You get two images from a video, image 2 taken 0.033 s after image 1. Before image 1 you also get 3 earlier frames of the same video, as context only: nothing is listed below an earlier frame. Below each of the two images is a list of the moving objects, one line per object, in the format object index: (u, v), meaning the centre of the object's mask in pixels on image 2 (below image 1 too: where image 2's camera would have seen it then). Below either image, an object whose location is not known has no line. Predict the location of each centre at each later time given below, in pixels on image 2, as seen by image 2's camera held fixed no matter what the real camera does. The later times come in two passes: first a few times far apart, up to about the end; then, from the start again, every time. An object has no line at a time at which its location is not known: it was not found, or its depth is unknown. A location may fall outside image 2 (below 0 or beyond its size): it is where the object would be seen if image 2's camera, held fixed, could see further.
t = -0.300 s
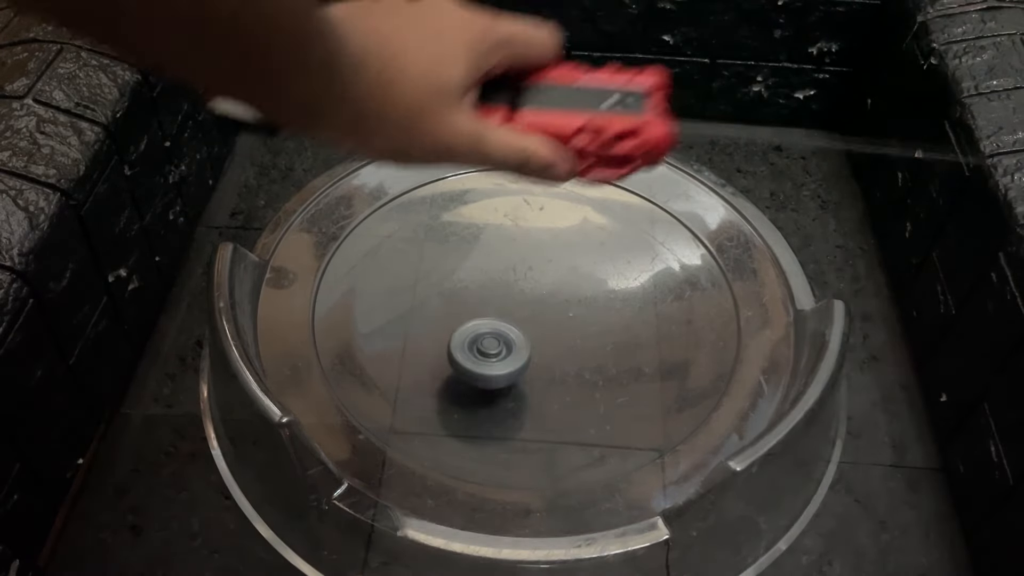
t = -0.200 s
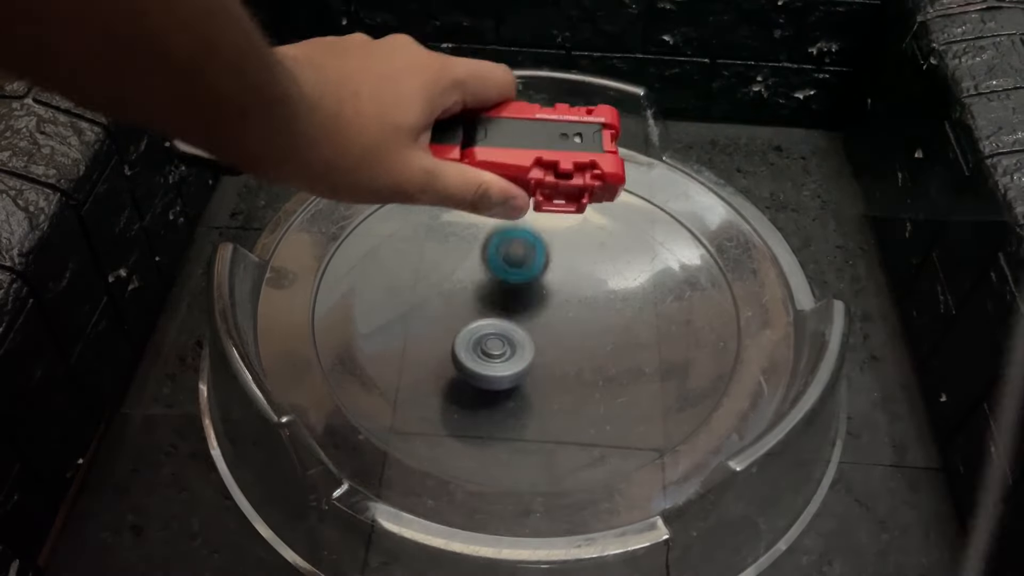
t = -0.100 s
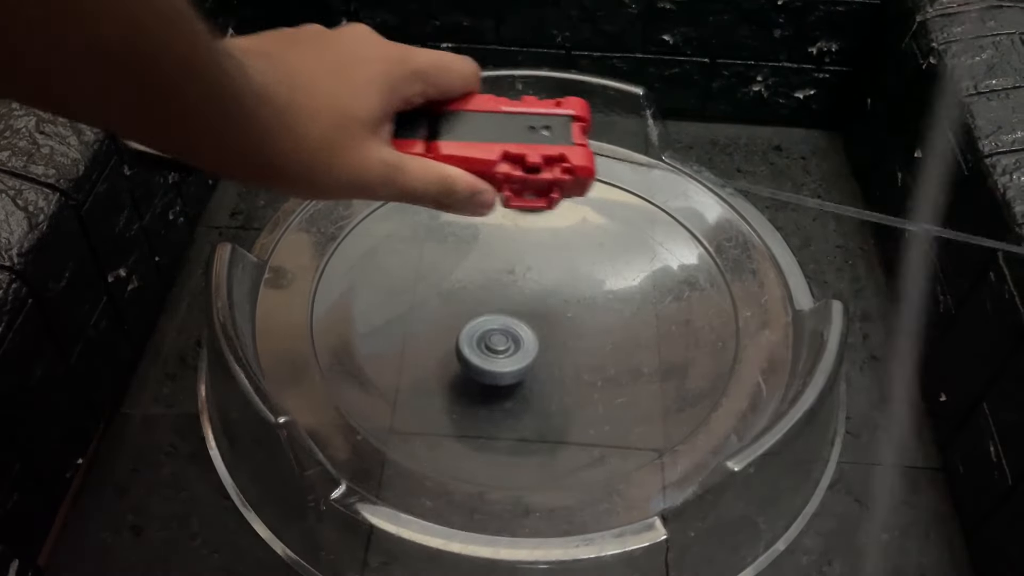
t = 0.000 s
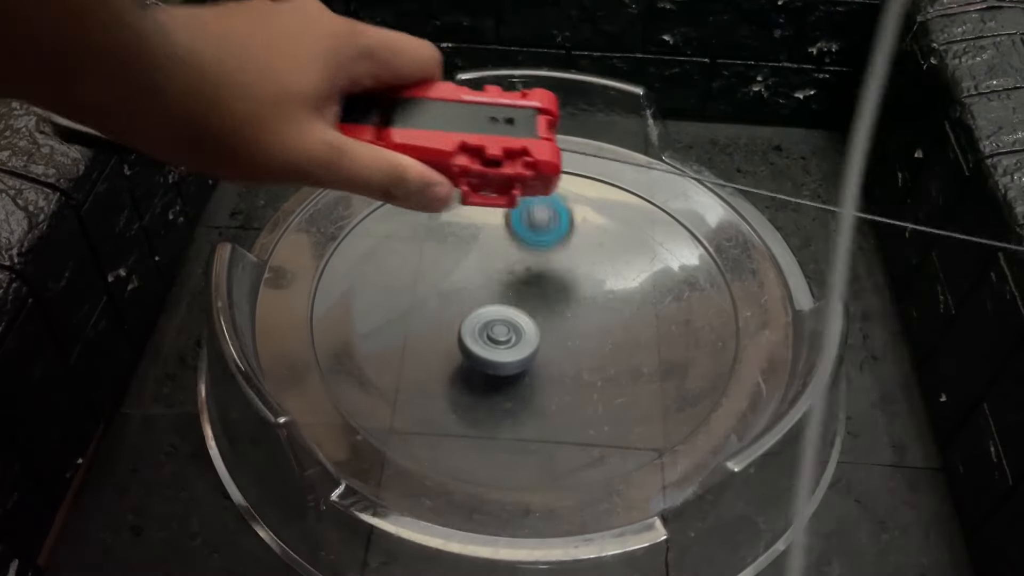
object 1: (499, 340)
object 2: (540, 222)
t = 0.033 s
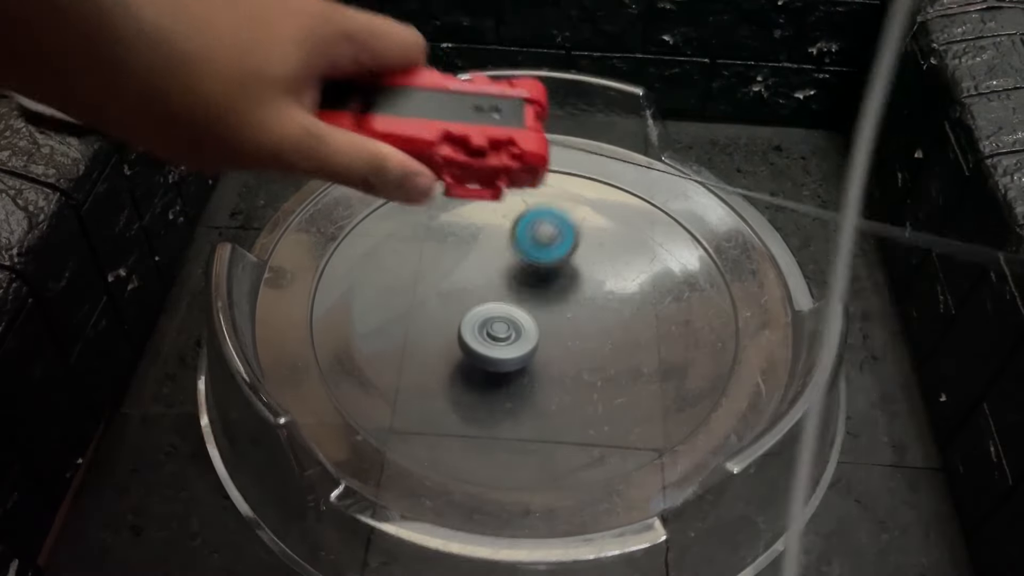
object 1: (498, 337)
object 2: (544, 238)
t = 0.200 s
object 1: (490, 318)
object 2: (608, 215)
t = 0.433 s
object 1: (471, 298)
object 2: (678, 148)
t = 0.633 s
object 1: (459, 293)
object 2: (683, 169)
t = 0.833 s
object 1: (458, 293)
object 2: (740, 201)
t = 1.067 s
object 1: (477, 291)
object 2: (766, 234)
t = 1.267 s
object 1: (497, 282)
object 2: (781, 265)
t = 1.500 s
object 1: (509, 266)
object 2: (689, 266)
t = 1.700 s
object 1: (341, 134)
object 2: (729, 394)
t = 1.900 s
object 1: (281, 139)
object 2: (619, 376)
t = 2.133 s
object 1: (327, 131)
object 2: (561, 419)
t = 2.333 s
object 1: (371, 121)
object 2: (629, 451)
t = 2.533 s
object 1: (410, 119)
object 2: (551, 346)
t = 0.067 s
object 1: (498, 332)
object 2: (560, 215)
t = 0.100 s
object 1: (496, 328)
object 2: (573, 208)
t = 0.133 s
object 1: (495, 324)
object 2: (585, 214)
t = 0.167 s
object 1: (493, 321)
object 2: (596, 231)
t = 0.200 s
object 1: (490, 318)
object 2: (608, 215)
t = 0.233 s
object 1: (488, 314)
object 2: (619, 205)
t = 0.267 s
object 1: (486, 310)
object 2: (626, 205)
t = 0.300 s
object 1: (483, 307)
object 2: (638, 184)
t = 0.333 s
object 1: (480, 305)
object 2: (646, 172)
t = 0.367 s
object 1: (477, 303)
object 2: (659, 152)
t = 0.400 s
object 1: (474, 300)
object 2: (671, 146)
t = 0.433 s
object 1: (471, 298)
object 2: (678, 148)
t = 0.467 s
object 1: (469, 296)
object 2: (678, 148)
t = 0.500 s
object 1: (467, 295)
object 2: (669, 152)
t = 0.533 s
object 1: (464, 294)
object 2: (666, 154)
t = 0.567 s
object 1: (463, 293)
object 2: (666, 158)
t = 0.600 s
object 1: (461, 293)
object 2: (672, 163)
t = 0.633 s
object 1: (459, 293)
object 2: (683, 169)
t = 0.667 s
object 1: (458, 293)
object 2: (698, 173)
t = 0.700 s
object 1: (457, 293)
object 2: (715, 176)
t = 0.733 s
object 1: (457, 292)
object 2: (721, 184)
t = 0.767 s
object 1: (457, 292)
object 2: (730, 190)
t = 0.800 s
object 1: (457, 292)
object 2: (735, 196)
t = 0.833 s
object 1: (458, 293)
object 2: (740, 201)
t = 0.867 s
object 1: (459, 293)
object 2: (745, 206)
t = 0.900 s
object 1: (461, 293)
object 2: (749, 211)
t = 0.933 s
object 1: (463, 293)
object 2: (752, 216)
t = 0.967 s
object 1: (466, 292)
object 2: (757, 220)
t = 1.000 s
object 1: (470, 292)
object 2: (759, 225)
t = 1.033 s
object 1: (473, 292)
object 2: (763, 229)
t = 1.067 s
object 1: (477, 291)
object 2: (766, 234)
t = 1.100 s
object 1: (482, 290)
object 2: (768, 239)
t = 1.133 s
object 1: (485, 289)
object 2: (771, 244)
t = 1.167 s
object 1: (489, 288)
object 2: (774, 249)
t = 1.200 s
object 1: (492, 286)
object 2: (775, 254)
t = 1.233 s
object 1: (495, 283)
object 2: (779, 259)
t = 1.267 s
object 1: (497, 282)
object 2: (781, 265)
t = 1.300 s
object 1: (500, 279)
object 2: (784, 272)
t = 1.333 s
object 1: (502, 277)
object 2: (784, 277)
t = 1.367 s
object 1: (504, 275)
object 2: (776, 277)
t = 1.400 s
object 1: (505, 272)
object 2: (763, 272)
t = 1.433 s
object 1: (506, 270)
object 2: (744, 268)
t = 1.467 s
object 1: (508, 268)
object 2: (719, 267)
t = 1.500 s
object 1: (509, 266)
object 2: (689, 266)
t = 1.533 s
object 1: (509, 264)
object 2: (650, 265)
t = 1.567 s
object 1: (510, 262)
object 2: (609, 269)
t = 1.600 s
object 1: (492, 247)
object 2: (597, 295)
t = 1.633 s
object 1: (428, 197)
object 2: (653, 349)
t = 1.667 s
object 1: (382, 160)
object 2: (705, 391)
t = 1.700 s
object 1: (341, 134)
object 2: (729, 394)
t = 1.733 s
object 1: (303, 122)
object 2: (713, 373)
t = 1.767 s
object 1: (270, 124)
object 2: (693, 366)
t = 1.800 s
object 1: (248, 143)
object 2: (669, 372)
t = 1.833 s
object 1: (264, 154)
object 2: (646, 389)
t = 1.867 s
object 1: (271, 140)
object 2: (631, 382)
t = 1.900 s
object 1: (281, 139)
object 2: (619, 376)
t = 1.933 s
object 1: (291, 148)
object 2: (607, 375)
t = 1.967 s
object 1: (295, 139)
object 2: (597, 373)
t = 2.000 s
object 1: (300, 140)
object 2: (587, 377)
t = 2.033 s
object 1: (306, 138)
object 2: (578, 383)
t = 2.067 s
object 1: (313, 136)
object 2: (569, 395)
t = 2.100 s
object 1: (320, 133)
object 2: (563, 407)
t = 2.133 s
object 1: (327, 131)
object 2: (561, 419)
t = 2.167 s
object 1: (335, 130)
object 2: (564, 433)
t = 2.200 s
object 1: (343, 128)
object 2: (573, 446)
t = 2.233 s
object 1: (351, 128)
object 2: (583, 458)
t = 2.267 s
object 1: (360, 125)
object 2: (598, 467)
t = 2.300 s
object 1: (365, 122)
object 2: (615, 461)
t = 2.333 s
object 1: (371, 121)
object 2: (629, 451)
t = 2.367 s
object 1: (377, 122)
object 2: (636, 436)
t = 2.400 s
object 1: (384, 121)
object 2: (632, 419)
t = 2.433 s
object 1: (390, 122)
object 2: (621, 399)
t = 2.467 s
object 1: (397, 121)
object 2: (603, 379)
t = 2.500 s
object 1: (404, 120)
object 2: (580, 362)
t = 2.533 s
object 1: (410, 119)
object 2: (551, 346)
